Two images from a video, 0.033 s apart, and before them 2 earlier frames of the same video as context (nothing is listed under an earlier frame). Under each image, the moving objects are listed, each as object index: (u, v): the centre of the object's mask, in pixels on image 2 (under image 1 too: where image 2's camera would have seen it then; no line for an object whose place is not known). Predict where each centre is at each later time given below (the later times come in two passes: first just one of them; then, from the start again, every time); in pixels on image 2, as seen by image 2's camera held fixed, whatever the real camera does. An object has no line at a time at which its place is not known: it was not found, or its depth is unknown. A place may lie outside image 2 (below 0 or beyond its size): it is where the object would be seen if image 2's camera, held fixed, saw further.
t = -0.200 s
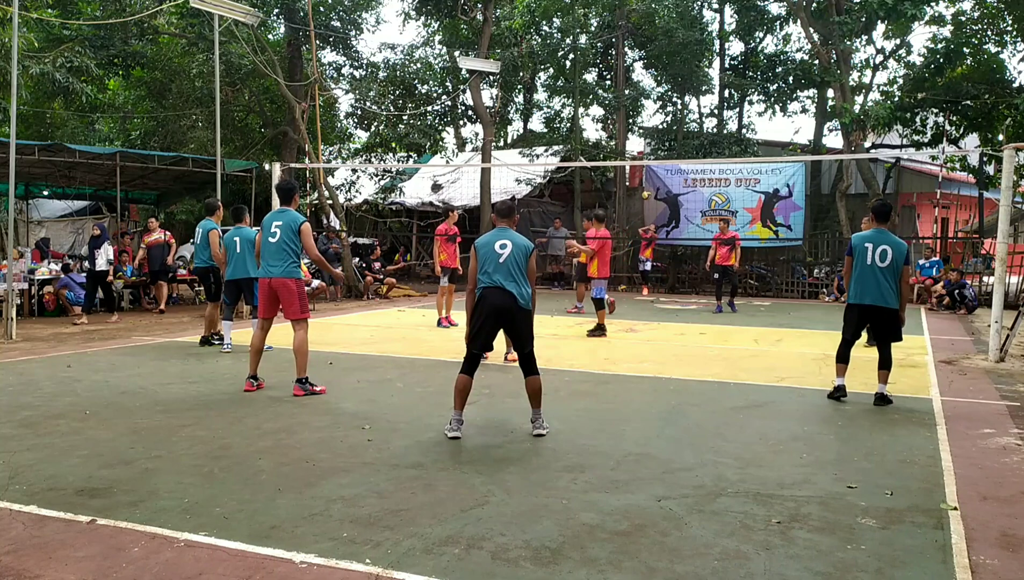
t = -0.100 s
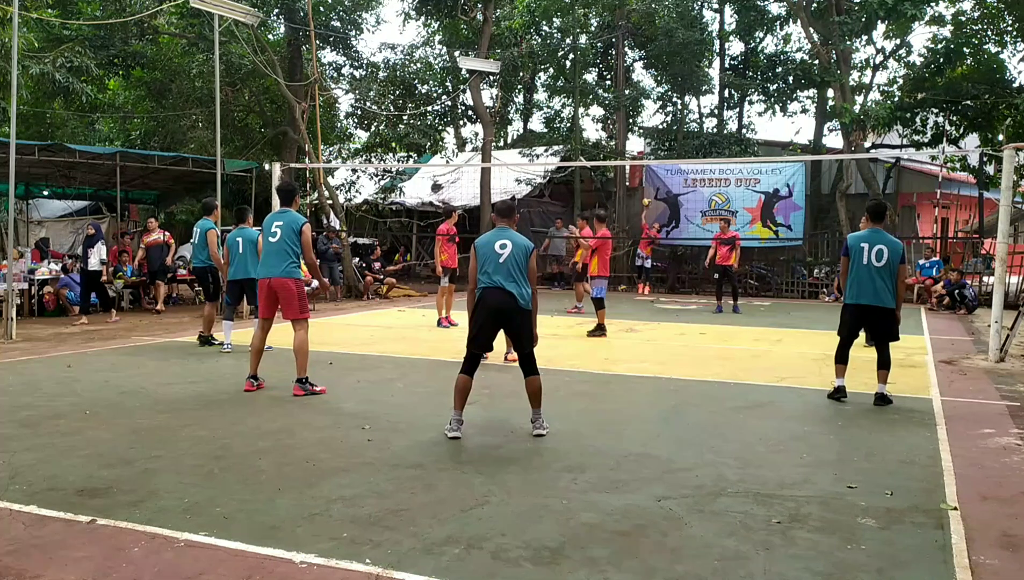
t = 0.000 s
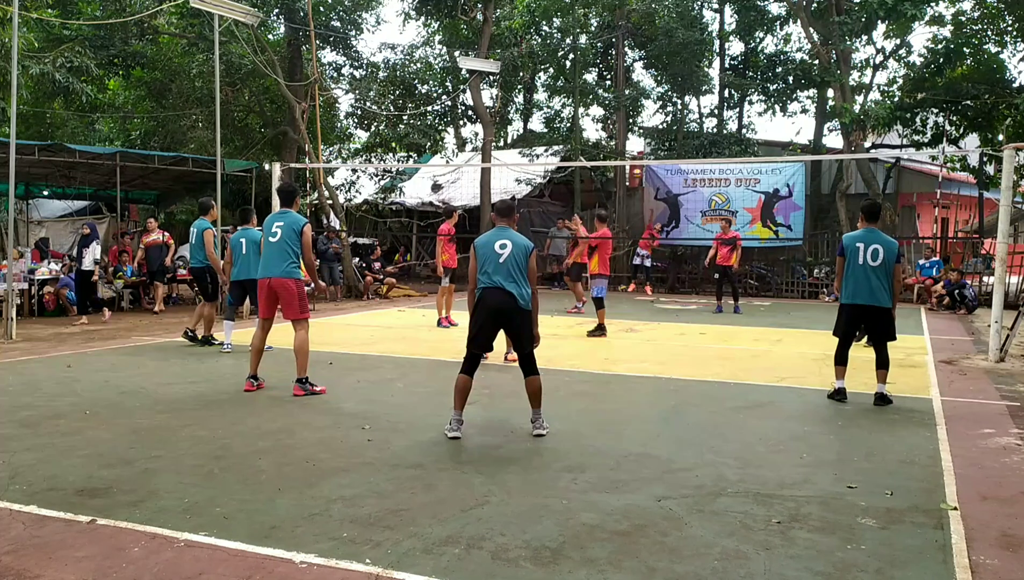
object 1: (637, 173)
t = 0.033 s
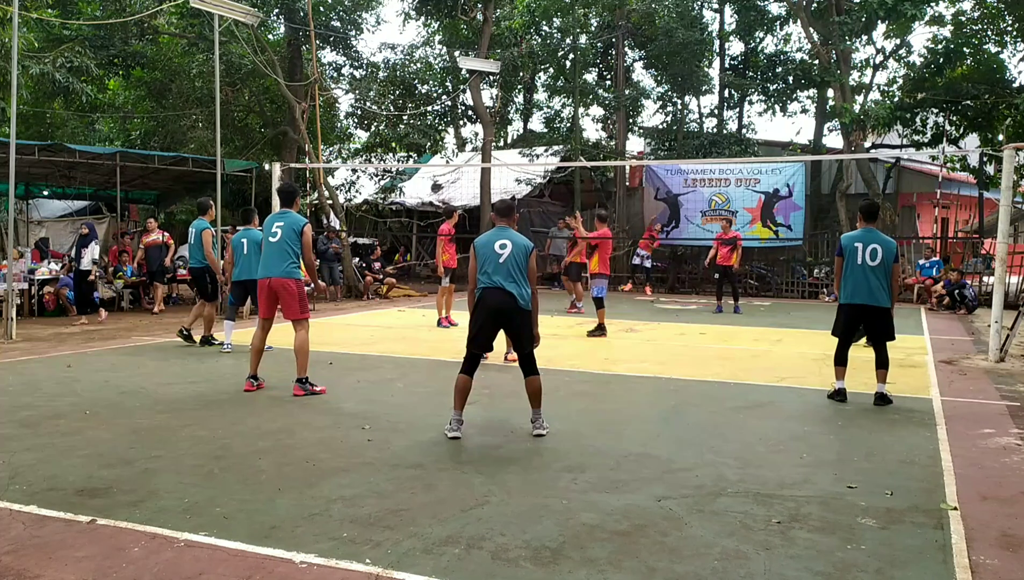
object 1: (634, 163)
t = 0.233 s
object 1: (609, 111)
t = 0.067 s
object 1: (630, 155)
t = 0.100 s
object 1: (625, 145)
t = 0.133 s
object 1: (621, 136)
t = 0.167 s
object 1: (617, 127)
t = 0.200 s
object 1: (613, 120)
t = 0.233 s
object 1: (609, 111)
